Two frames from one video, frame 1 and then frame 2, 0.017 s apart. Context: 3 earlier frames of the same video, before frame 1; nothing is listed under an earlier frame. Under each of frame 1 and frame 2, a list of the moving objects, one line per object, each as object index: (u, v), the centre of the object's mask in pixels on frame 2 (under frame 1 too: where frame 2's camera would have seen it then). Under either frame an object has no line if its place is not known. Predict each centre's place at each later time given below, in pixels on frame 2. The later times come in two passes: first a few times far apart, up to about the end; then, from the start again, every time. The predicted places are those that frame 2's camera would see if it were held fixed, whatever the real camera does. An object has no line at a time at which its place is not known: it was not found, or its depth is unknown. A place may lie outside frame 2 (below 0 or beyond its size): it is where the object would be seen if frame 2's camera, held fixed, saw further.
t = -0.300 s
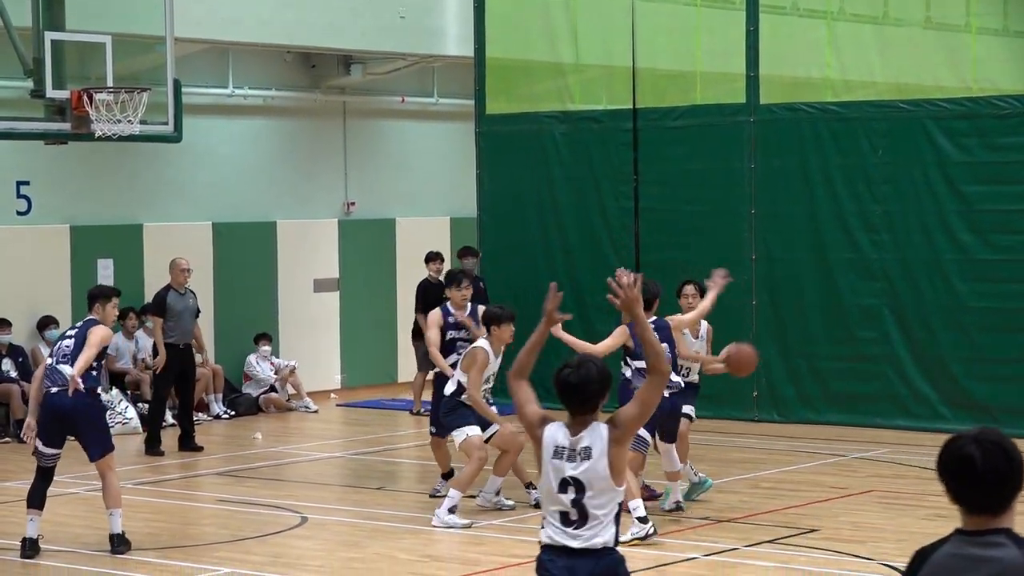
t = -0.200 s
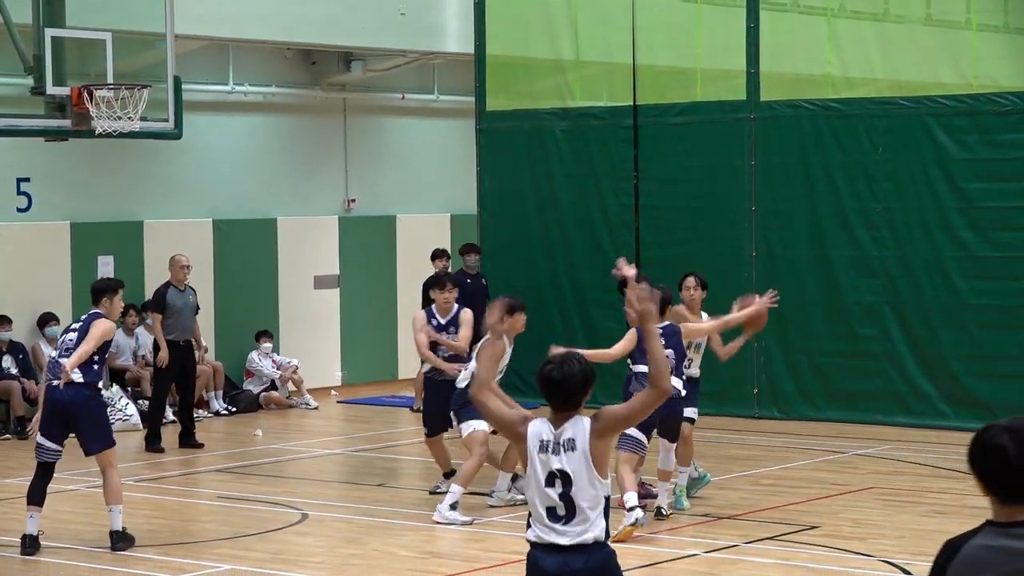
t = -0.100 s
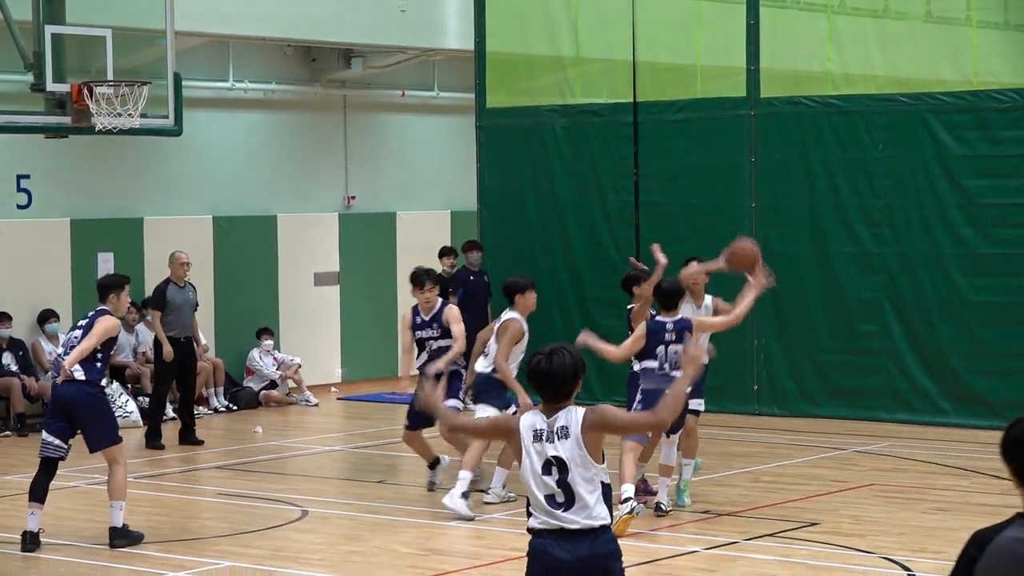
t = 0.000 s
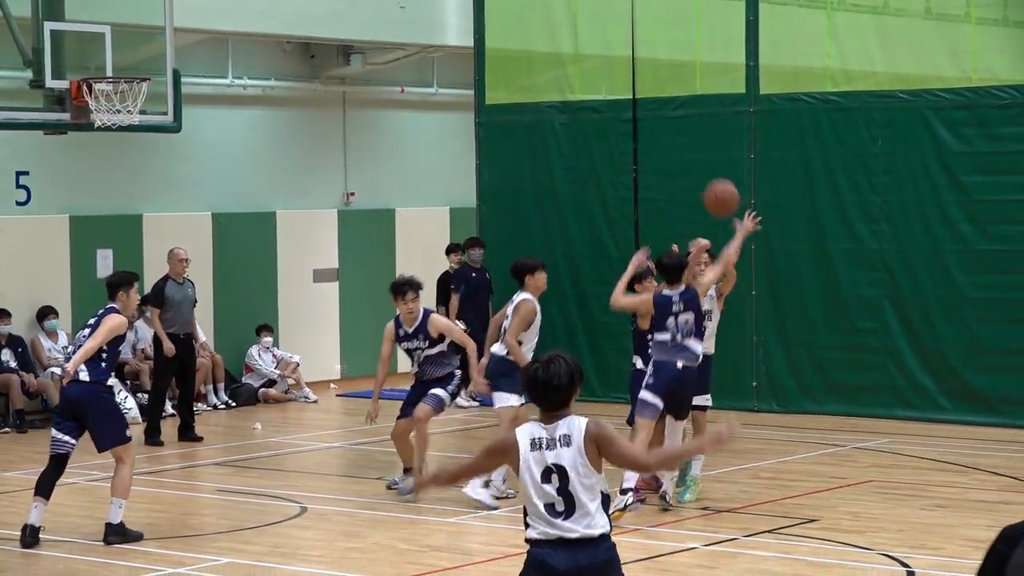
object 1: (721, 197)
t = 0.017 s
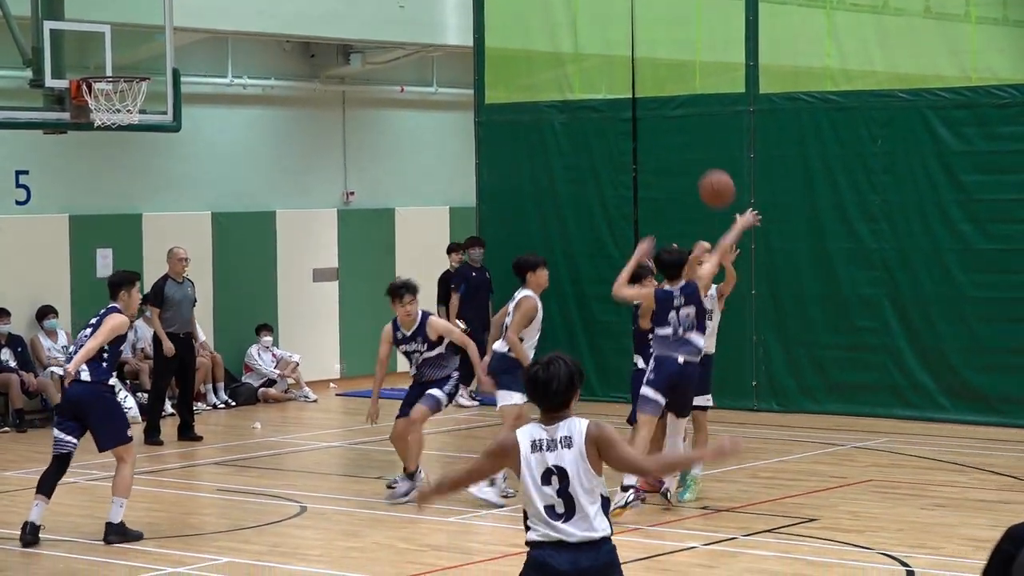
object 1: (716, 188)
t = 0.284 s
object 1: (638, 94)
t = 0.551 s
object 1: (542, 110)
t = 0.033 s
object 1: (712, 180)
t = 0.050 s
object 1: (708, 173)
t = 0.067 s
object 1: (703, 165)
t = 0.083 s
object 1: (699, 158)
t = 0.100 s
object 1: (694, 151)
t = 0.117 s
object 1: (689, 144)
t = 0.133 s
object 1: (684, 137)
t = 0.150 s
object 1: (679, 131)
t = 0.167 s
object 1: (675, 125)
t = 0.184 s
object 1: (670, 120)
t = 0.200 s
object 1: (665, 115)
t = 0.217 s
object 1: (660, 110)
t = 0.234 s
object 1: (655, 106)
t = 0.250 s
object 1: (650, 102)
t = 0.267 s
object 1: (644, 98)
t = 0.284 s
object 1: (638, 94)
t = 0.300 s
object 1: (633, 91)
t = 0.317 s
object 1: (628, 89)
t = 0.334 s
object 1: (623, 87)
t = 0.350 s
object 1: (617, 86)
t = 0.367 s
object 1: (611, 85)
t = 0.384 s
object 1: (606, 84)
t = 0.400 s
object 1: (600, 84)
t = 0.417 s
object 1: (594, 85)
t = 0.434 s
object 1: (588, 86)
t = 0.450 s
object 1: (581, 87)
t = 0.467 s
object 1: (575, 90)
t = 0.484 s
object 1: (569, 93)
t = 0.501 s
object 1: (562, 97)
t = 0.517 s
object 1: (555, 101)
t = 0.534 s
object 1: (549, 105)
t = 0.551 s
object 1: (542, 110)
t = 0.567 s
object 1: (536, 116)
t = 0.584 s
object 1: (528, 123)
